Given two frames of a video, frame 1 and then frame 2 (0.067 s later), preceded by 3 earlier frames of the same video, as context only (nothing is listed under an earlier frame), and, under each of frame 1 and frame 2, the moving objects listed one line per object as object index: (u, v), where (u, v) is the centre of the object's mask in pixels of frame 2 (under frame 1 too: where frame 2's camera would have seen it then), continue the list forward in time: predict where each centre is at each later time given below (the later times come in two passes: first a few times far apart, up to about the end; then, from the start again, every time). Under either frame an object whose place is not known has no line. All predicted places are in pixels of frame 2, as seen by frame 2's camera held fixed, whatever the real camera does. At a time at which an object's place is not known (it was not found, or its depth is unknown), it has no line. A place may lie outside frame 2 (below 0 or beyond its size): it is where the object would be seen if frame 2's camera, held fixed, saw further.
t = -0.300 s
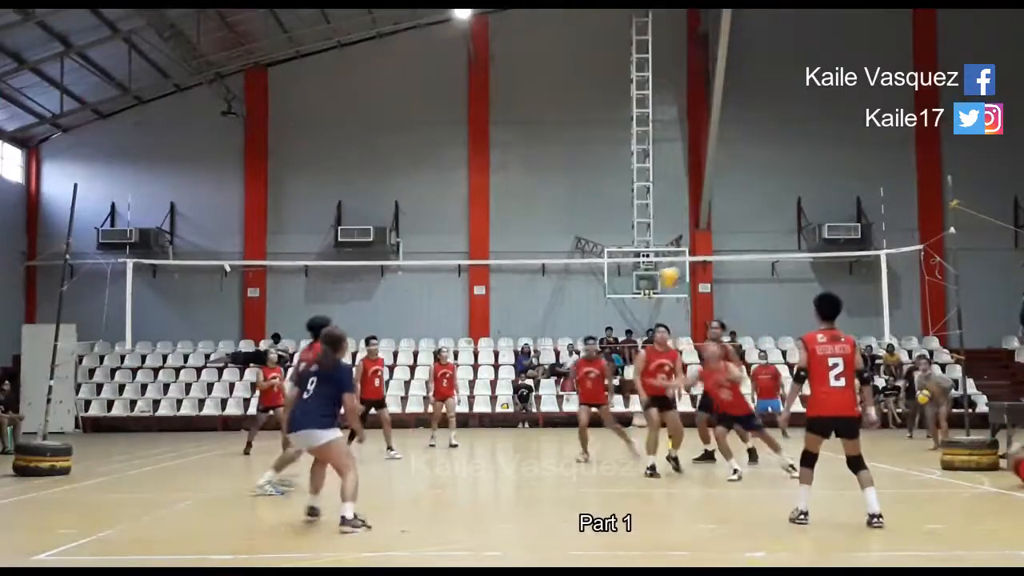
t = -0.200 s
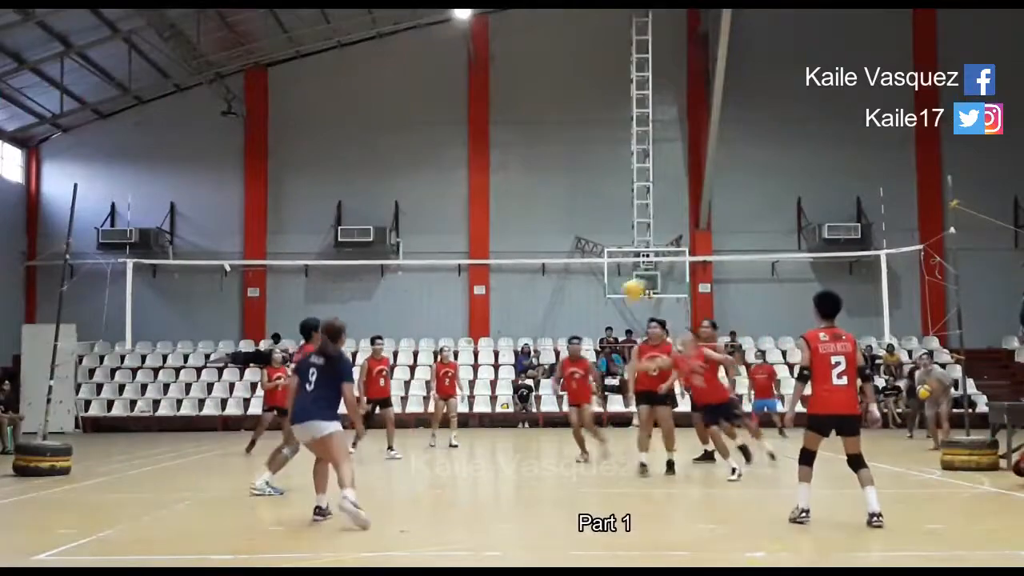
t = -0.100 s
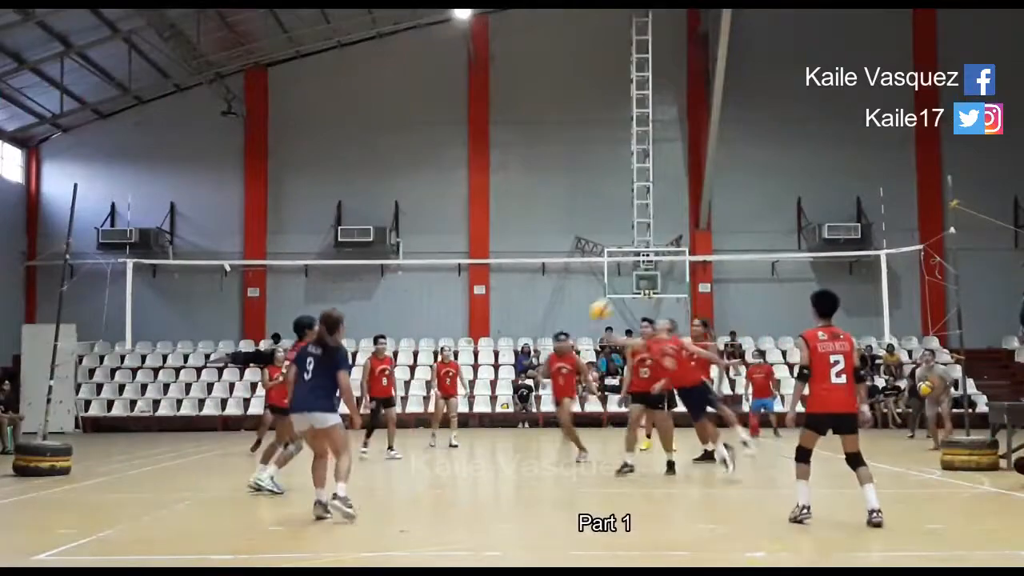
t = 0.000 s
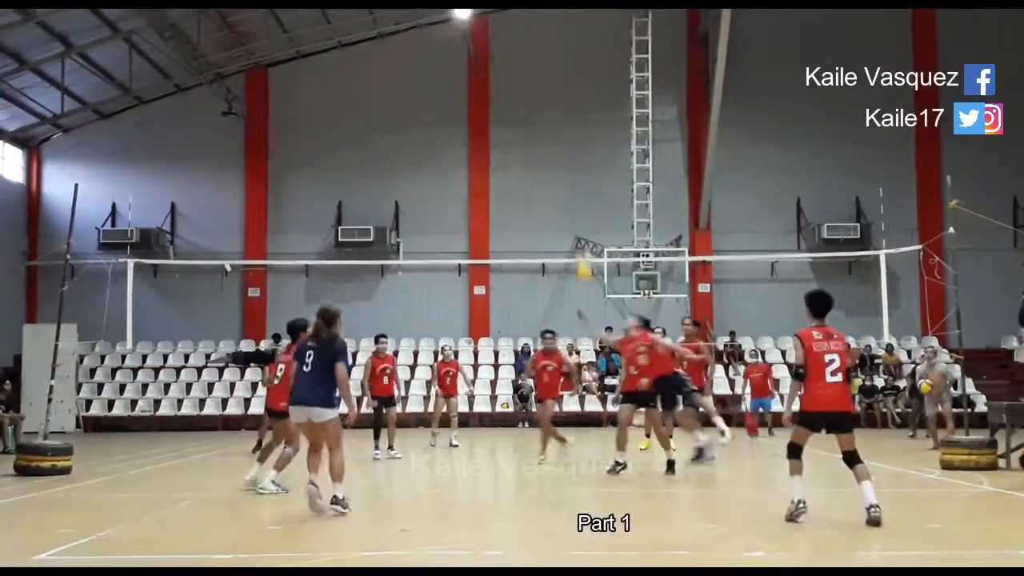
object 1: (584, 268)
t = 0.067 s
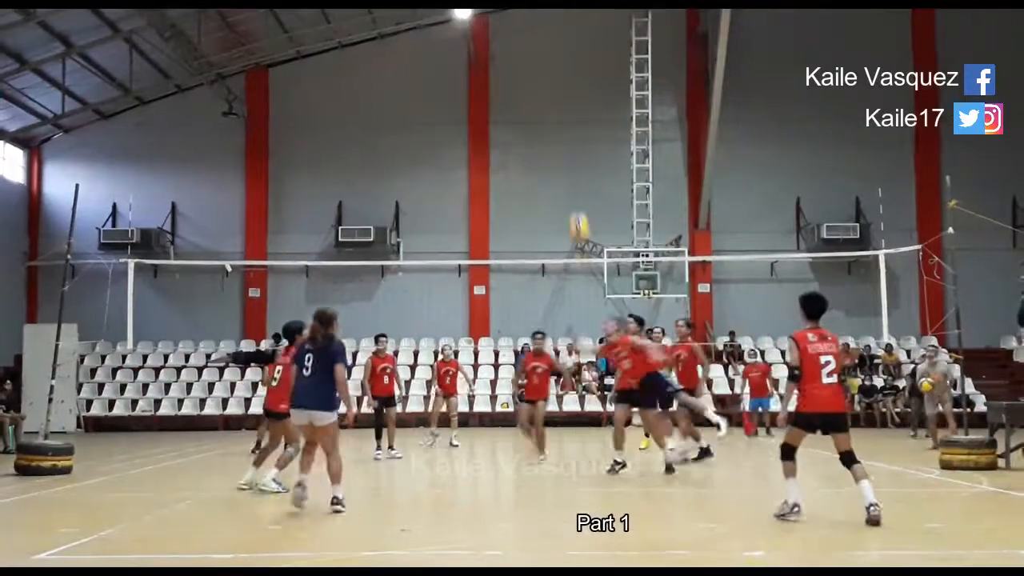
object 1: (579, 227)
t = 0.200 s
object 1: (568, 156)
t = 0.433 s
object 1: (550, 67)
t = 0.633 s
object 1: (531, 27)
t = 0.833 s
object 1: (510, 32)
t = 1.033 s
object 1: (487, 96)
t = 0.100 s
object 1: (577, 209)
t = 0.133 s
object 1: (574, 190)
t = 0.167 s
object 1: (571, 172)
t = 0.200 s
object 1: (568, 156)
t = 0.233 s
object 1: (567, 142)
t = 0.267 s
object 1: (564, 126)
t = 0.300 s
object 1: (561, 113)
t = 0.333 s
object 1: (558, 99)
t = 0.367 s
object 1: (555, 88)
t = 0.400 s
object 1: (552, 77)
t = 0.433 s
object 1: (550, 67)
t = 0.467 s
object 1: (546, 57)
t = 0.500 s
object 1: (544, 50)
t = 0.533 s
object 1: (540, 42)
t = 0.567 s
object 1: (537, 36)
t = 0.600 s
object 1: (534, 30)
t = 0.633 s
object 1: (531, 27)
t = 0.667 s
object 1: (528, 24)
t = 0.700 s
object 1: (524, 23)
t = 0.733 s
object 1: (521, 24)
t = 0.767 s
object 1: (518, 25)
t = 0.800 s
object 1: (514, 28)
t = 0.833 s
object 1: (510, 32)
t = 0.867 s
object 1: (506, 38)
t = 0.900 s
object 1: (503, 47)
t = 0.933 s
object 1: (500, 56)
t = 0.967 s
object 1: (495, 68)
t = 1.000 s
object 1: (491, 81)
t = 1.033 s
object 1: (487, 96)
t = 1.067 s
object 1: (482, 114)
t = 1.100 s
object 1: (479, 132)
